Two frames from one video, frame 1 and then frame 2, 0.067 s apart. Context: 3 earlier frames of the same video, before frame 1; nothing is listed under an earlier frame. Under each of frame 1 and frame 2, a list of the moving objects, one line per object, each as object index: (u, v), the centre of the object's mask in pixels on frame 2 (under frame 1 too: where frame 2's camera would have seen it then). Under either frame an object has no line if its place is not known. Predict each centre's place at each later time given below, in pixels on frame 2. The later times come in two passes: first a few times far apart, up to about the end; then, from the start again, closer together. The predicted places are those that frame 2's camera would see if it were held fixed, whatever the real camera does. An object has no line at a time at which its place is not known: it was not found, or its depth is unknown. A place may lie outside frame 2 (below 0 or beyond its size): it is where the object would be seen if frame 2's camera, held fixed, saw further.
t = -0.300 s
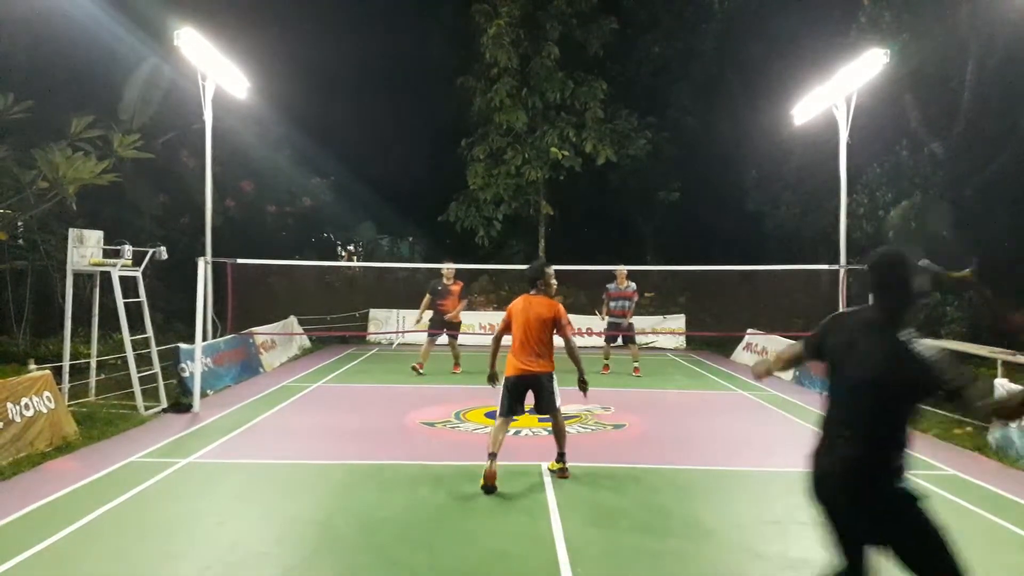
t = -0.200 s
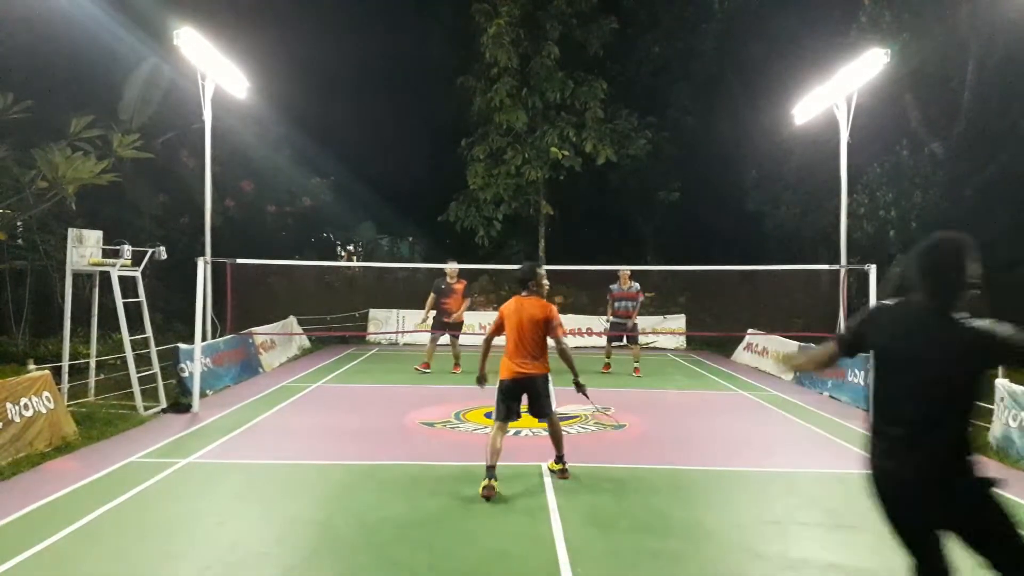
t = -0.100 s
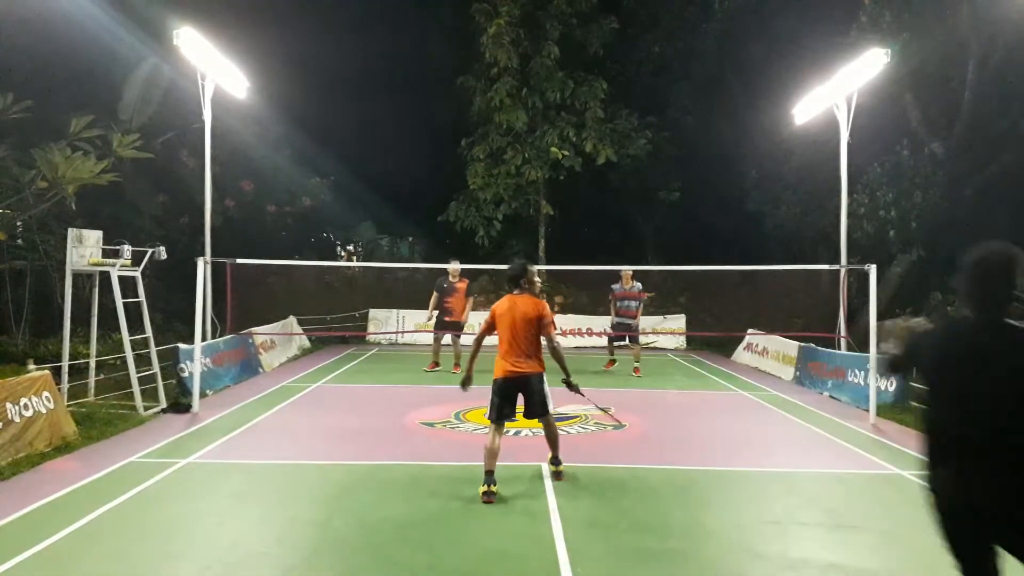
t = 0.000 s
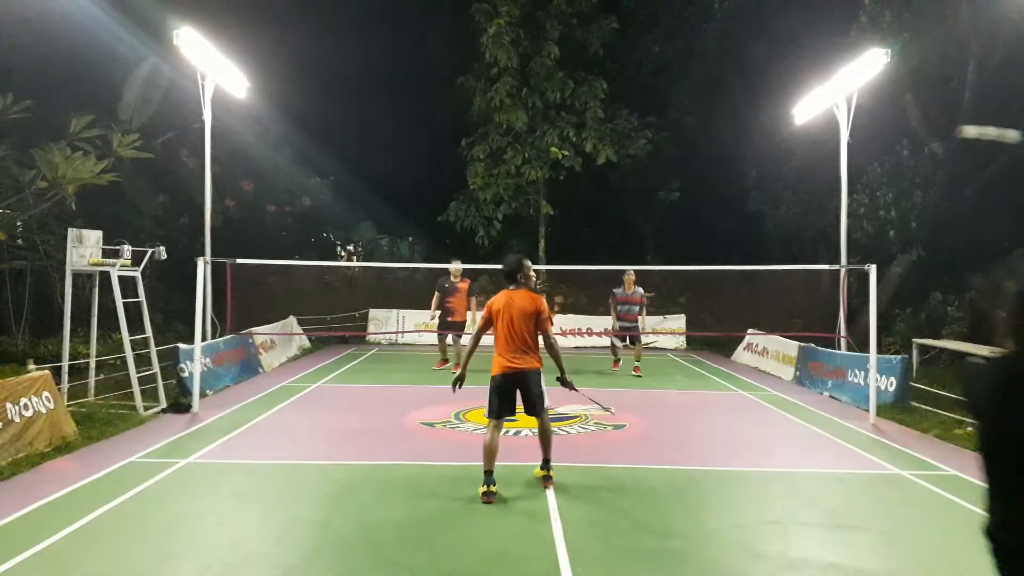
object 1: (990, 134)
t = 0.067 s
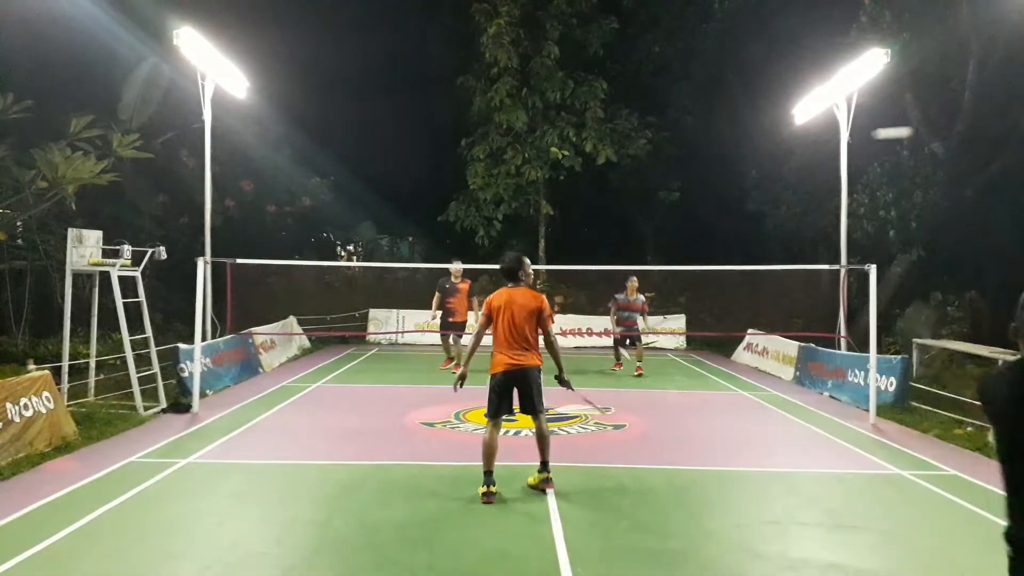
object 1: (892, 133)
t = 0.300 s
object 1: (760, 160)
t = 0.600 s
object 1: (704, 231)
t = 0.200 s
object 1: (798, 144)
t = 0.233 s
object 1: (783, 149)
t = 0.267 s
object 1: (771, 154)
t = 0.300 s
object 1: (760, 160)
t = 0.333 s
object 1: (751, 167)
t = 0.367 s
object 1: (743, 174)
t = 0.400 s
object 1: (735, 181)
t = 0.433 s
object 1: (728, 188)
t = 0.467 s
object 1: (722, 196)
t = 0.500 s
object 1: (717, 205)
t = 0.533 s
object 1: (712, 213)
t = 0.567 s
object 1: (708, 222)
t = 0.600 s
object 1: (704, 231)
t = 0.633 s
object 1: (700, 241)
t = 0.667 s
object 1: (697, 251)
